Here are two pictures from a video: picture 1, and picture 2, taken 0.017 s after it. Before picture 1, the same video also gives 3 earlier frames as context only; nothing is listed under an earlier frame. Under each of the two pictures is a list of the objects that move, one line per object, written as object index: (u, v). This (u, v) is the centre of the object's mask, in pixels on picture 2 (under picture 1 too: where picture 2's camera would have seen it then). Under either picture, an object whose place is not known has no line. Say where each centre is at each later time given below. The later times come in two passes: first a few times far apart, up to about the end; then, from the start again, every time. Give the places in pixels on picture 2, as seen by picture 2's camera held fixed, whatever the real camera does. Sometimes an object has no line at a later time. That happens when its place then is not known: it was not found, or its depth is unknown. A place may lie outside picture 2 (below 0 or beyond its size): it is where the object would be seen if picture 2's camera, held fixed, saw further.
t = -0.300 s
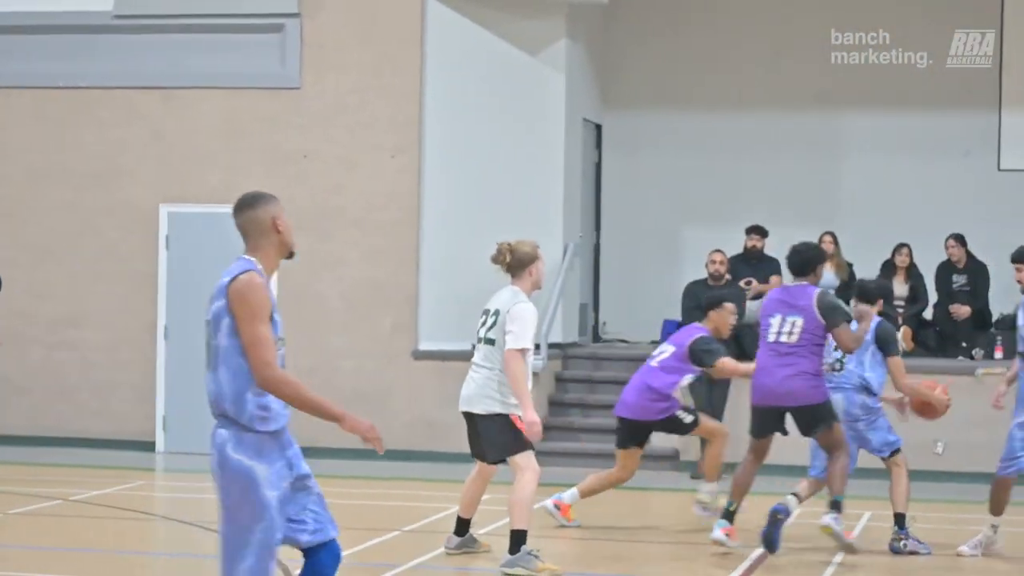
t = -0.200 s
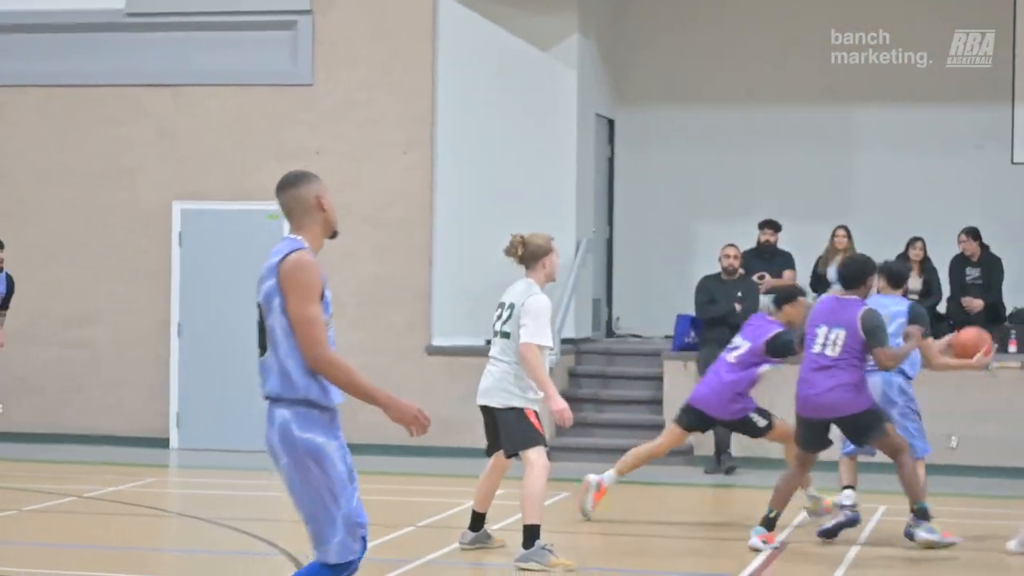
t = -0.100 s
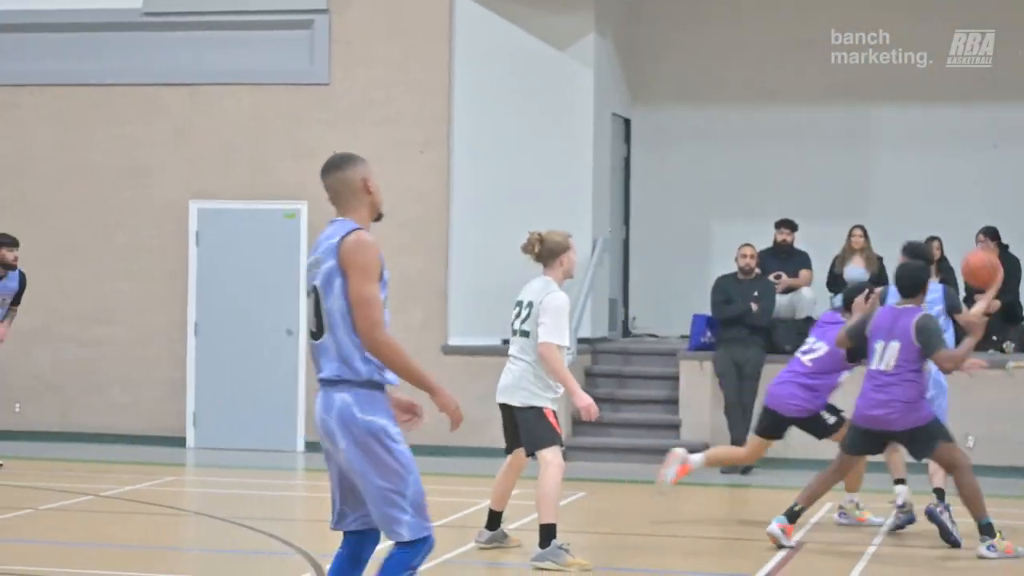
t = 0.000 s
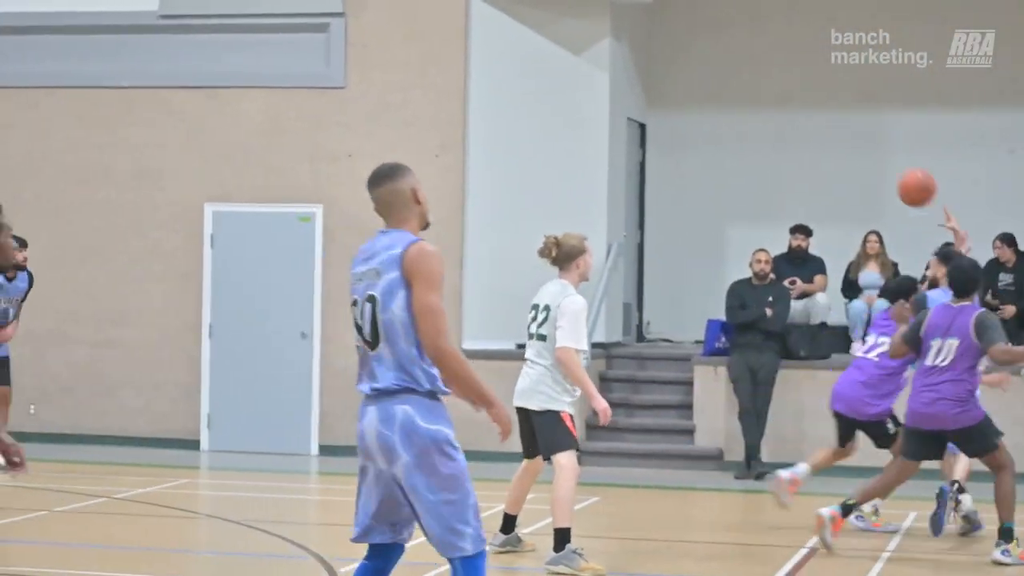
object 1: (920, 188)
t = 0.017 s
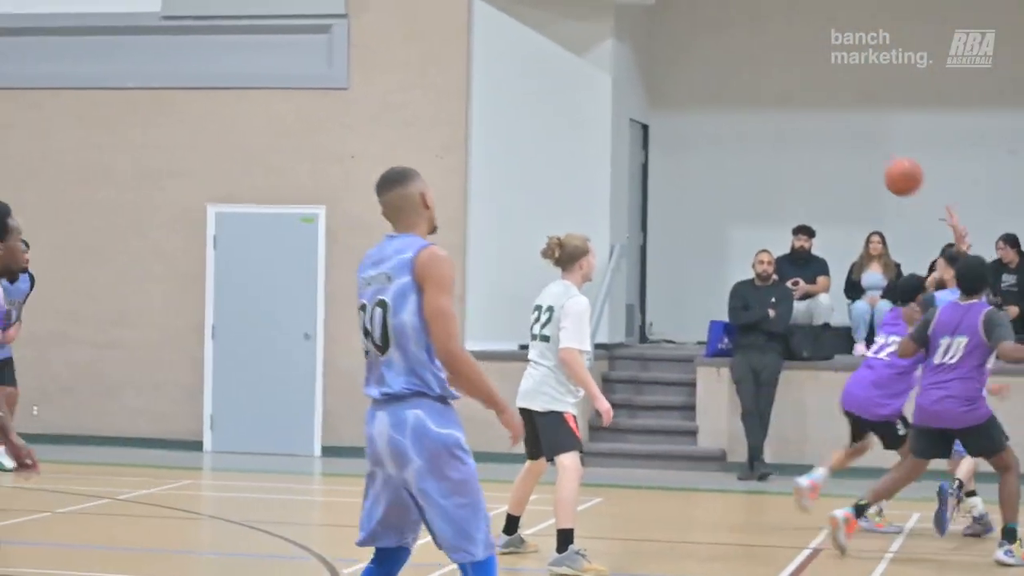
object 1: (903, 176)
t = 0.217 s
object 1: (717, 71)
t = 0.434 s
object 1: (527, 28)
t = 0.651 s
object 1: (346, 57)
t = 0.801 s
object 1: (226, 116)
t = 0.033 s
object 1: (887, 165)
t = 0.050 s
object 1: (871, 154)
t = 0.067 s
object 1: (856, 143)
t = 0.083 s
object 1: (840, 134)
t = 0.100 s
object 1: (824, 124)
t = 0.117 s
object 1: (809, 115)
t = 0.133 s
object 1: (794, 107)
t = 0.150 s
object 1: (778, 99)
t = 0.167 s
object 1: (763, 91)
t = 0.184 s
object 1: (748, 83)
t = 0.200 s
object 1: (732, 77)
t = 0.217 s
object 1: (717, 71)
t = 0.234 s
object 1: (702, 65)
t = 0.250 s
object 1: (688, 59)
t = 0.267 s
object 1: (673, 55)
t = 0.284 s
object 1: (658, 50)
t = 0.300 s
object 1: (643, 46)
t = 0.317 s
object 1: (629, 42)
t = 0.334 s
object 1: (614, 39)
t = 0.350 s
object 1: (598, 36)
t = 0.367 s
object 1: (584, 34)
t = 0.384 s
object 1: (570, 32)
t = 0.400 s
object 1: (555, 30)
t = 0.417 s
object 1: (541, 29)
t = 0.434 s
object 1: (527, 28)
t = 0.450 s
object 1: (512, 28)
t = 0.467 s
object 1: (498, 28)
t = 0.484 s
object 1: (484, 29)
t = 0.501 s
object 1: (470, 30)
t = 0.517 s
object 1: (456, 31)
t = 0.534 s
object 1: (441, 33)
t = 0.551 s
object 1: (428, 36)
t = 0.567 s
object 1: (414, 38)
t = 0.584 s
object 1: (400, 41)
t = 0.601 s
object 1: (387, 45)
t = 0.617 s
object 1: (373, 49)
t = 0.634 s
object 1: (360, 53)
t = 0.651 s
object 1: (346, 57)
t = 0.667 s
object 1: (333, 63)
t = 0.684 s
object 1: (319, 68)
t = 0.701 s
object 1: (306, 73)
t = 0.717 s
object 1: (293, 79)
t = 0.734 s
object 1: (280, 86)
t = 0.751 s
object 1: (266, 93)
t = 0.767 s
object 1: (252, 100)
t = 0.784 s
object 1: (239, 107)
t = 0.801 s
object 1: (226, 116)
